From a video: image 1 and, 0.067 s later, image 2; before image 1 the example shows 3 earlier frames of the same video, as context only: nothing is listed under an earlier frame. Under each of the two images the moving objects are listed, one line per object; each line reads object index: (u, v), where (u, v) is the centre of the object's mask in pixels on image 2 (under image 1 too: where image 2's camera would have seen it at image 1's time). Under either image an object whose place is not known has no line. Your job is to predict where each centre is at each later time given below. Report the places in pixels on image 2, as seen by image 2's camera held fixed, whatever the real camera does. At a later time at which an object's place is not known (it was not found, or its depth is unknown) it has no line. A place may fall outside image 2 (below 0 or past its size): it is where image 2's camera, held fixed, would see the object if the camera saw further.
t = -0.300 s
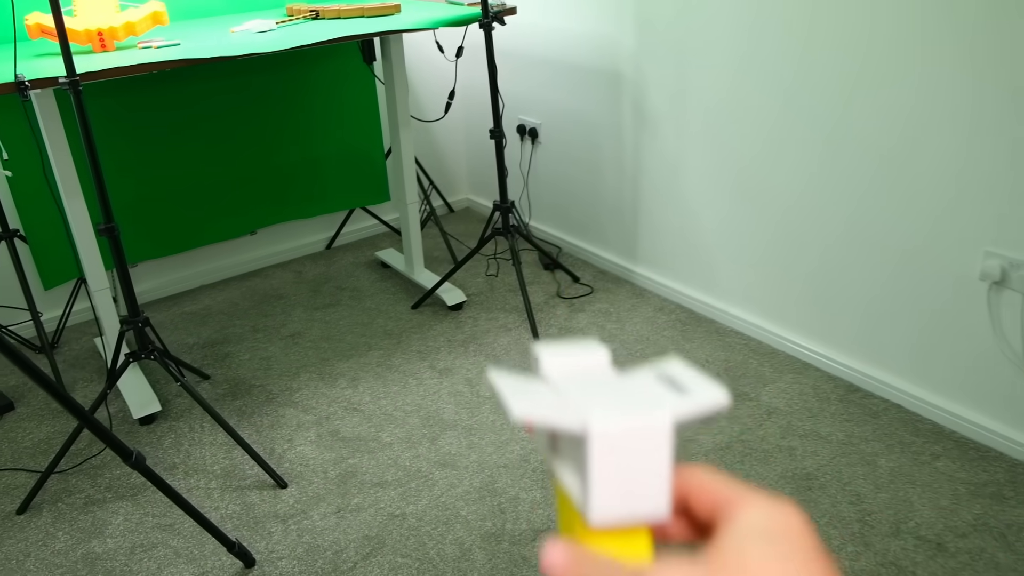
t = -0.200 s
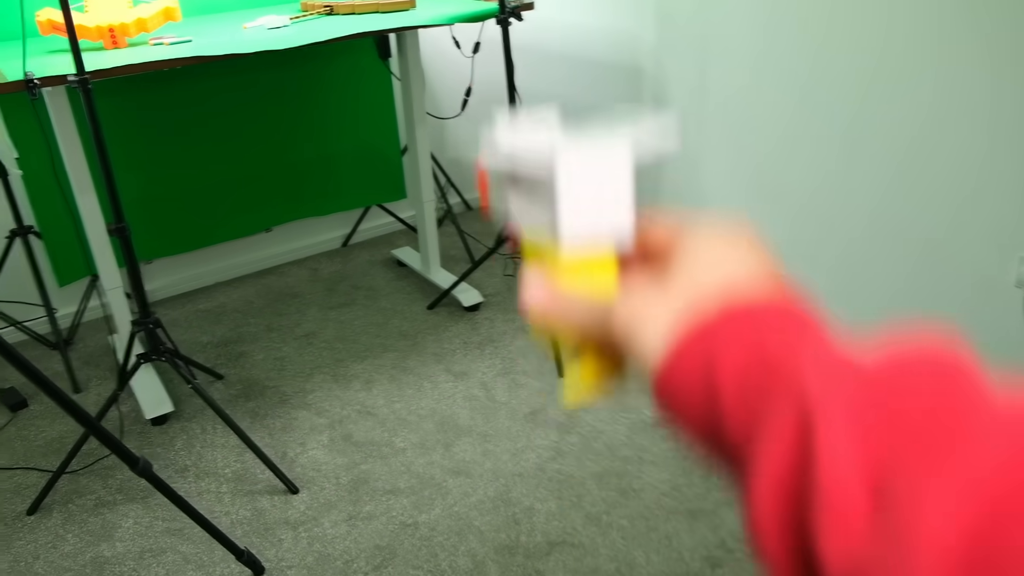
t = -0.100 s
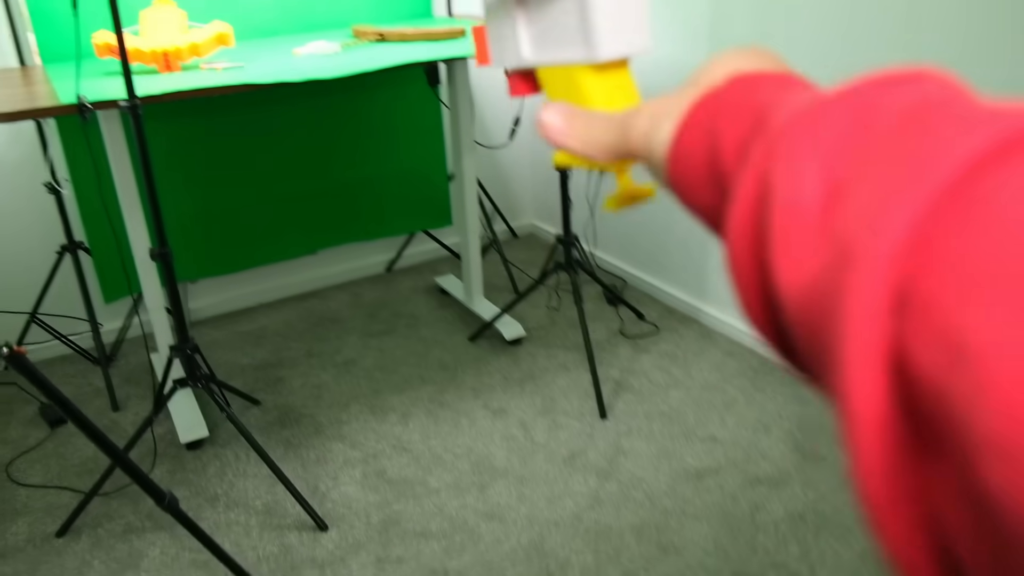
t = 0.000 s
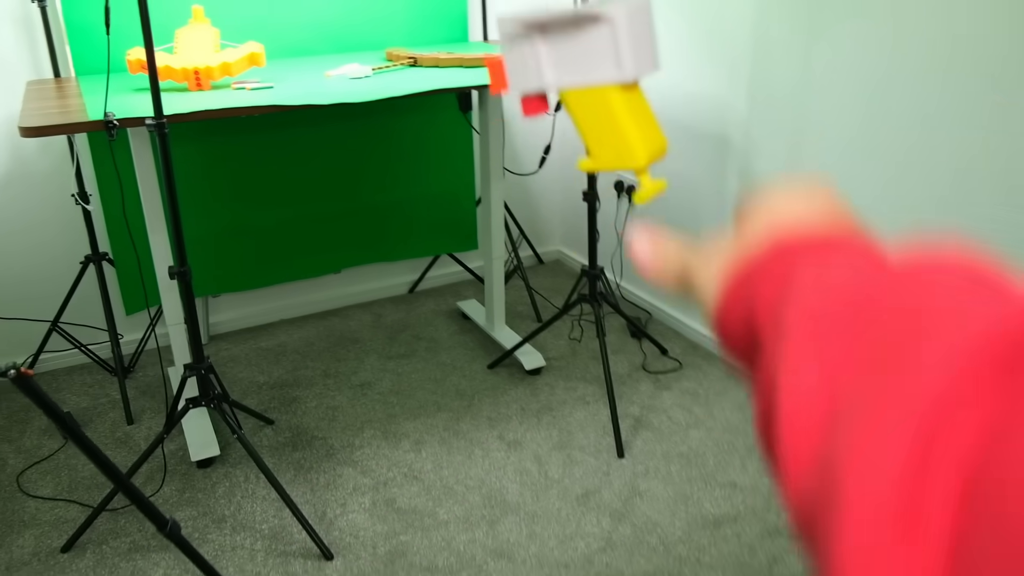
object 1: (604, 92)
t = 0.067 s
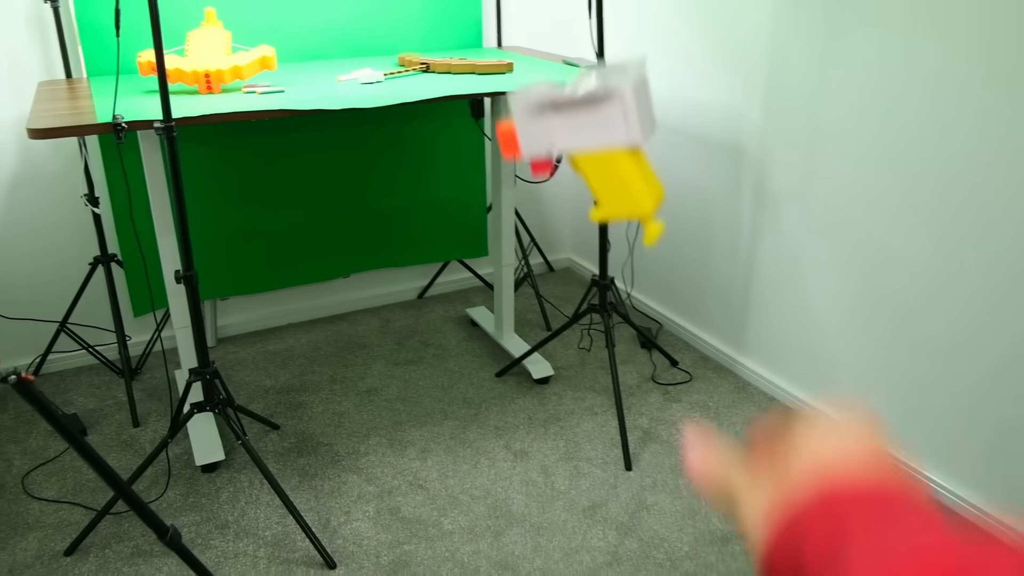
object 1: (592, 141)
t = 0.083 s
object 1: (590, 157)
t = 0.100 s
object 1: (588, 177)
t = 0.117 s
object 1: (585, 197)
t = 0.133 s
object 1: (583, 217)
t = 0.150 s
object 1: (582, 236)
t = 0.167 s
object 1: (581, 257)
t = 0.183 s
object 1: (580, 280)
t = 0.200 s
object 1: (579, 303)
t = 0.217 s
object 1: (578, 325)
